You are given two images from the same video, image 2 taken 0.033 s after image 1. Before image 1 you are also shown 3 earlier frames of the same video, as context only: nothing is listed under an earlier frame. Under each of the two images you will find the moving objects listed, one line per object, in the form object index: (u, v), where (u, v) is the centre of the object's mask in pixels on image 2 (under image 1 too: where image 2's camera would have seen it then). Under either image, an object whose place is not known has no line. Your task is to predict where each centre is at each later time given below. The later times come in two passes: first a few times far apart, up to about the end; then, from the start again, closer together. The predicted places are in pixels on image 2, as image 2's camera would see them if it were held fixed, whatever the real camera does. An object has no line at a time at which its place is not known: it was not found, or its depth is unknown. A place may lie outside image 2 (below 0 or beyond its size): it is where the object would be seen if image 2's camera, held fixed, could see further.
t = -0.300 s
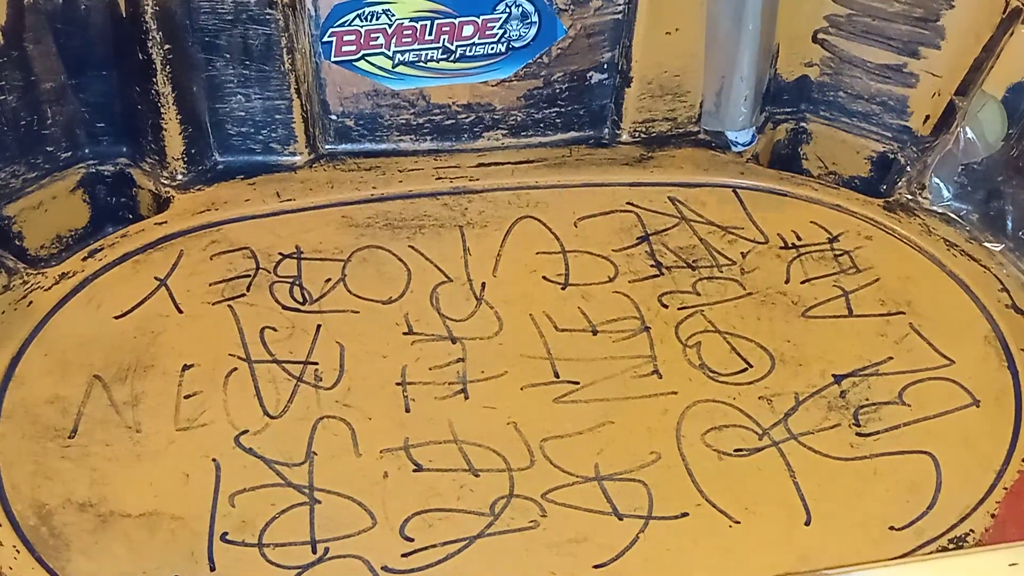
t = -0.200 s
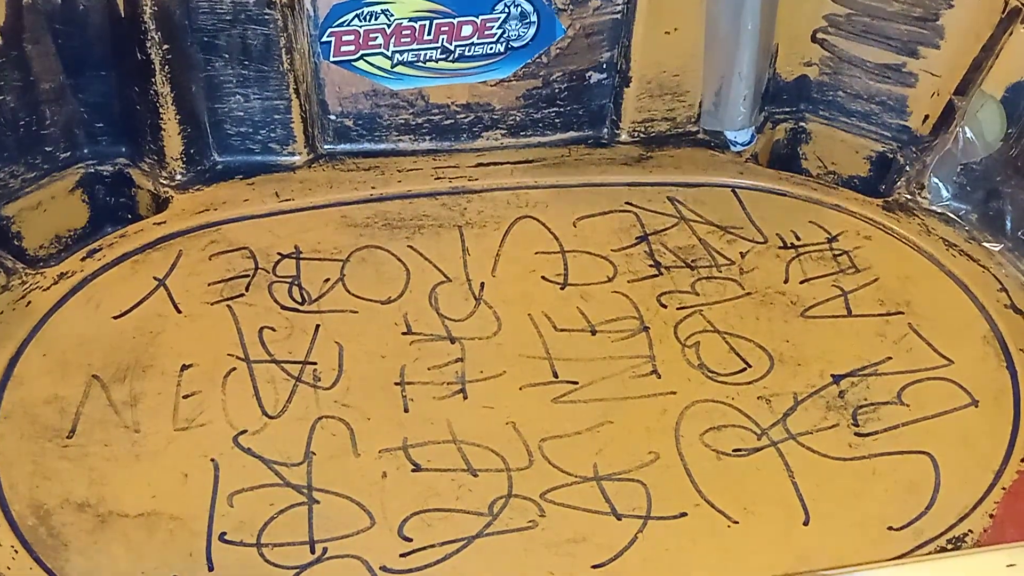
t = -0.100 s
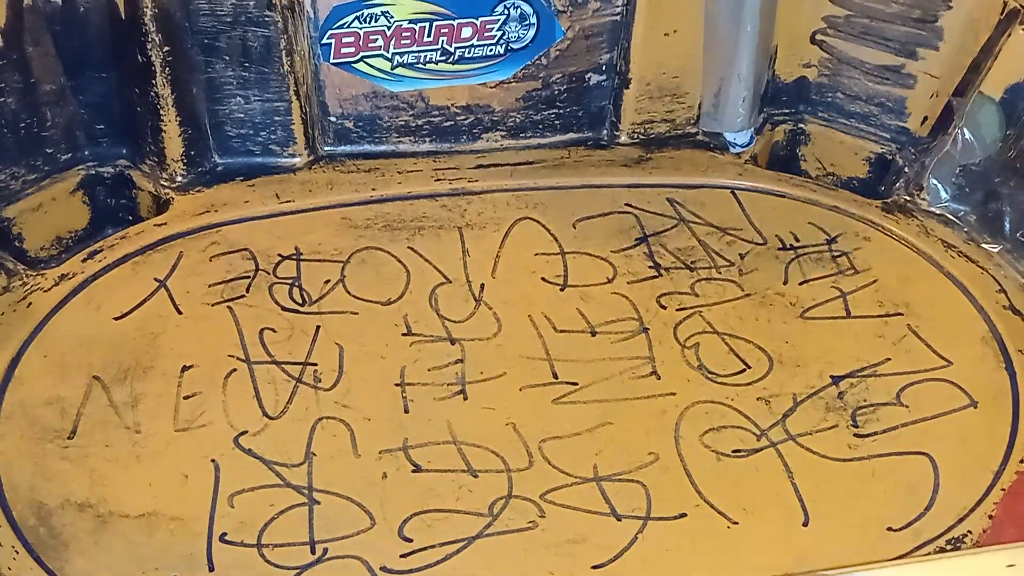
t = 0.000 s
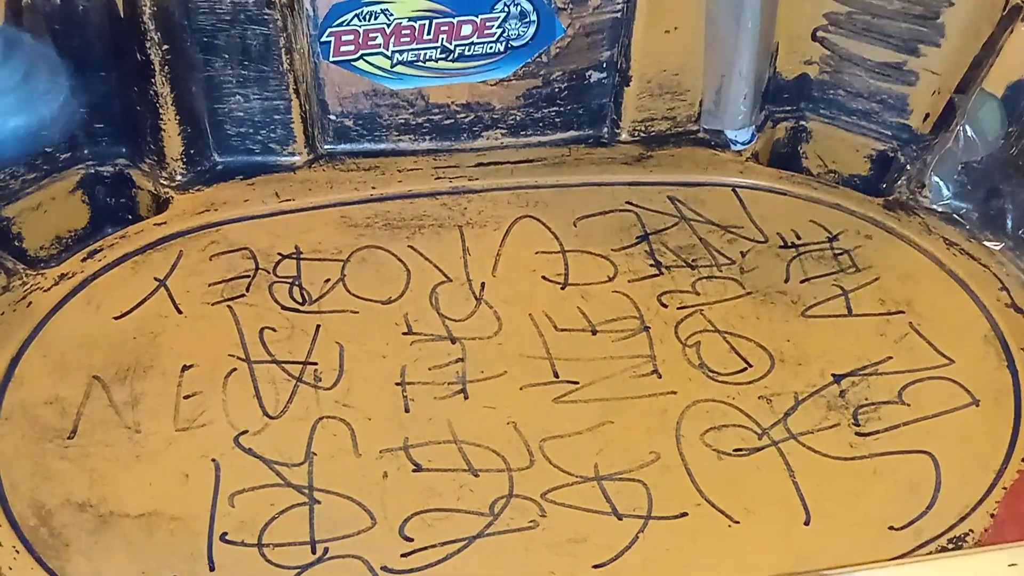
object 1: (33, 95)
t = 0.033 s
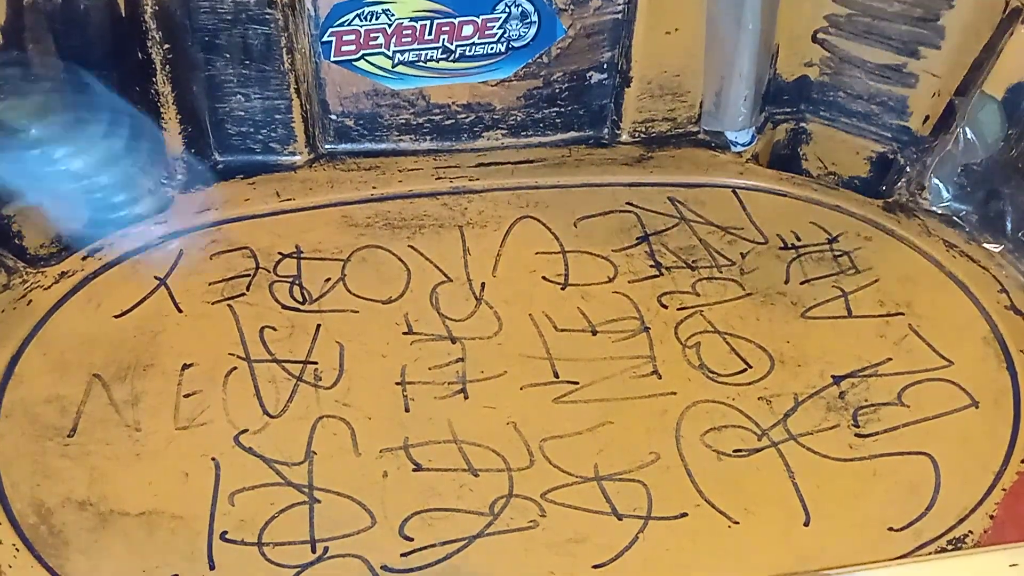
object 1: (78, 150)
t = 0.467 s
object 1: (687, 291)
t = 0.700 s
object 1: (492, 190)
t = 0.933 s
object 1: (224, 241)
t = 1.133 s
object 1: (173, 374)
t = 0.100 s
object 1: (337, 424)
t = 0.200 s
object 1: (519, 382)
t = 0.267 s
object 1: (626, 395)
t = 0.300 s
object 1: (661, 401)
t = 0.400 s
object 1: (701, 344)
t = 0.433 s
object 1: (698, 316)
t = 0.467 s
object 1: (687, 291)
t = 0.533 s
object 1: (652, 246)
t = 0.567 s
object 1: (628, 227)
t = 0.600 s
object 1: (598, 212)
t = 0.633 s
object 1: (565, 201)
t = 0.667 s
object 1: (530, 194)
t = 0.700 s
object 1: (492, 190)
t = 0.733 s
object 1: (455, 187)
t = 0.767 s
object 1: (415, 188)
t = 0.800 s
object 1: (373, 191)
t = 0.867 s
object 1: (293, 208)
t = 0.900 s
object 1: (257, 222)
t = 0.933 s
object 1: (224, 241)
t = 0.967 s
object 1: (200, 259)
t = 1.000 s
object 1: (181, 281)
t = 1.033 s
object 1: (172, 304)
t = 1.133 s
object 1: (173, 374)
